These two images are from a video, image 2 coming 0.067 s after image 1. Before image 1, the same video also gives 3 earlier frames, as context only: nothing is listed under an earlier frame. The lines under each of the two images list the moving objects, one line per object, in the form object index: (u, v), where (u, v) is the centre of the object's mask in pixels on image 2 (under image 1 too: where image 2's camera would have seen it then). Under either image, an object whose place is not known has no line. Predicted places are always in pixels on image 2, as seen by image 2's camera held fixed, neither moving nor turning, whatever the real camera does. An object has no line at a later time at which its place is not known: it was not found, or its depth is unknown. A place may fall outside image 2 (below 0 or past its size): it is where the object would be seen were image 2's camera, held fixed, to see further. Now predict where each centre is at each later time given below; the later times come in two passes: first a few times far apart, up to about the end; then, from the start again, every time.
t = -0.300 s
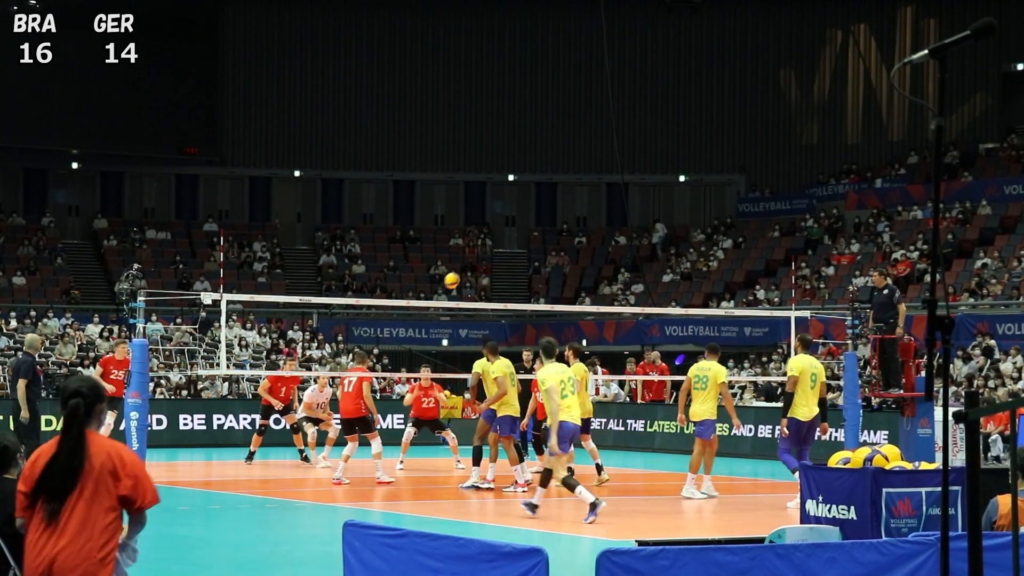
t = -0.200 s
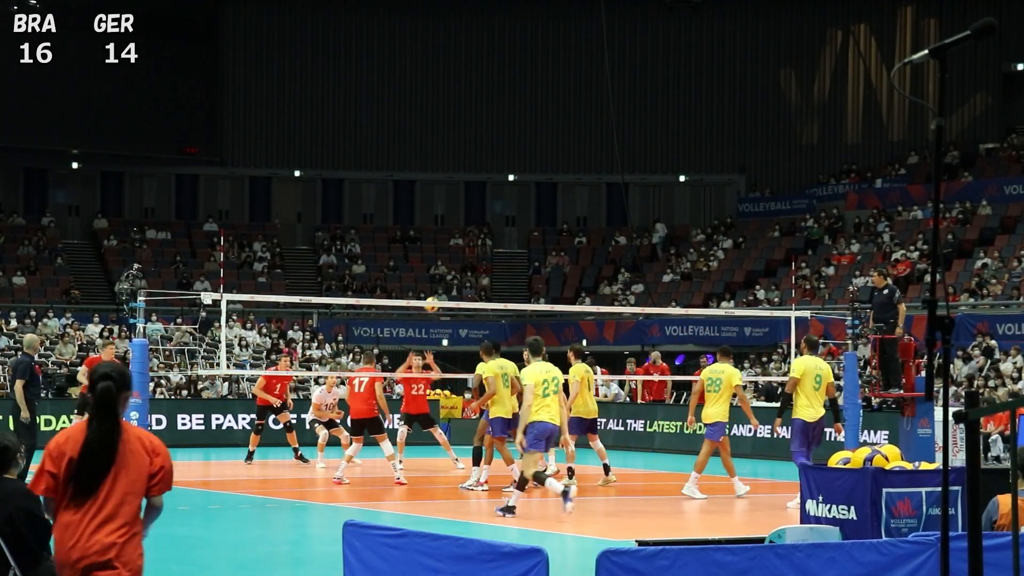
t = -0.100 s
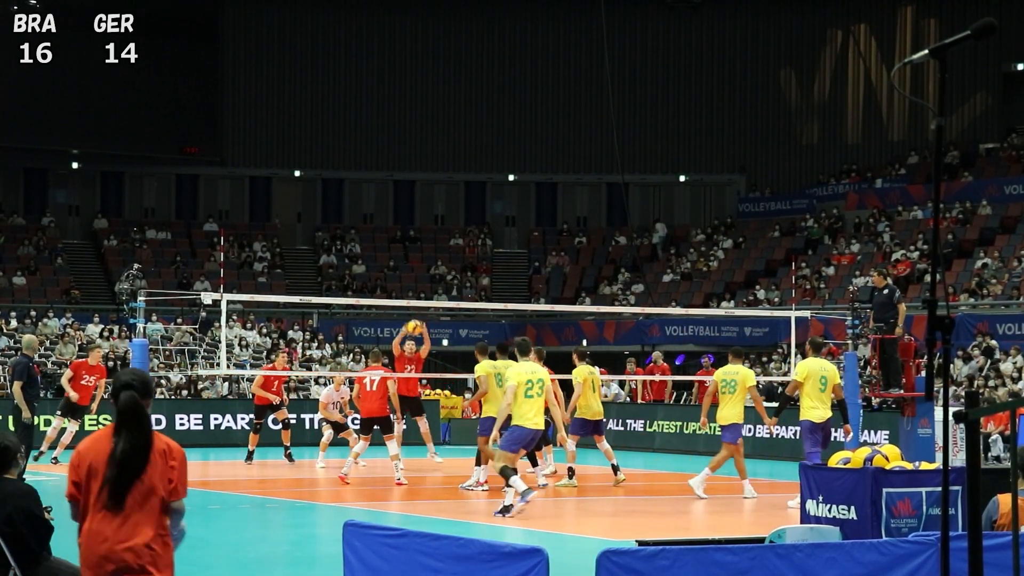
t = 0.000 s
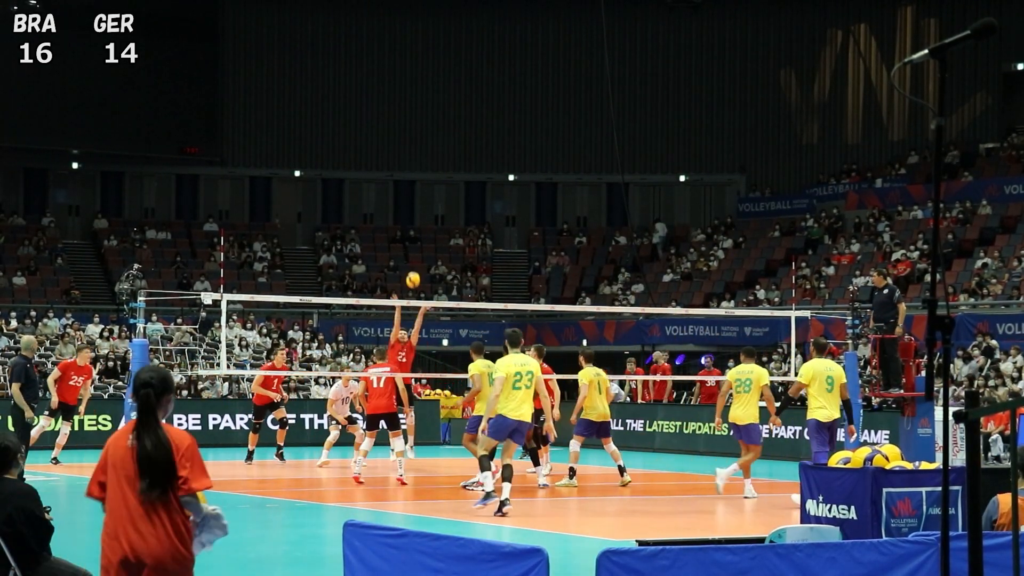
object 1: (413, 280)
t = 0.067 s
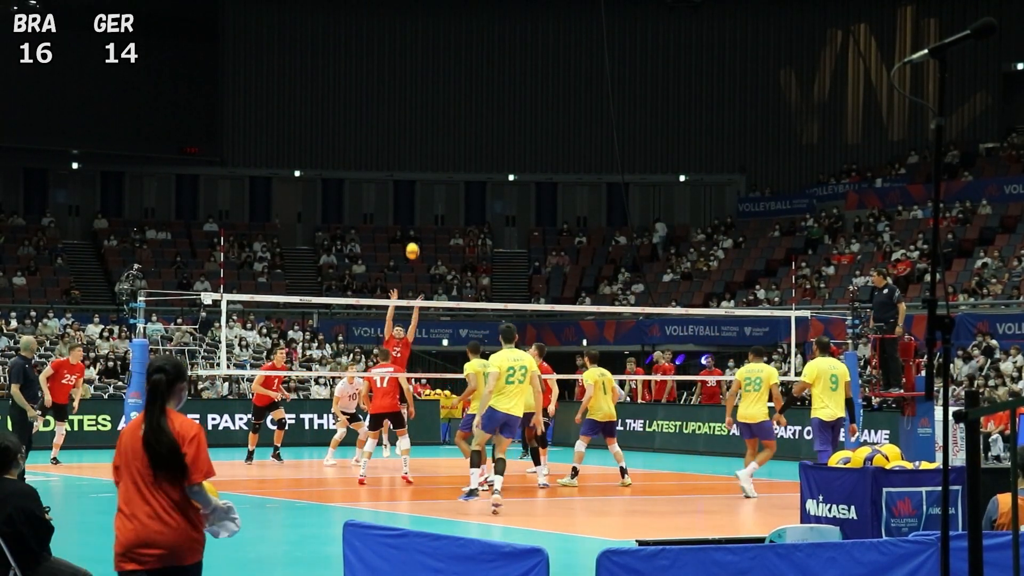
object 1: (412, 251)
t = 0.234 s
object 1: (410, 190)
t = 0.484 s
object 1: (405, 133)
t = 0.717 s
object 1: (400, 115)
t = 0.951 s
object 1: (395, 134)
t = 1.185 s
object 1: (389, 190)
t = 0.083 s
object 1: (412, 244)
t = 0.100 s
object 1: (412, 238)
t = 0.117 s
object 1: (412, 231)
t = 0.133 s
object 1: (412, 225)
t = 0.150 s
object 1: (411, 218)
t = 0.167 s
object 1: (411, 213)
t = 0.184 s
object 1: (411, 207)
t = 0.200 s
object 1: (411, 201)
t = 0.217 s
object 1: (410, 196)
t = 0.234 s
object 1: (410, 190)
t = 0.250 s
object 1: (409, 185)
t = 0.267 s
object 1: (409, 180)
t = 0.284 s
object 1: (409, 176)
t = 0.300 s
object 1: (409, 171)
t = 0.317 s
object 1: (408, 167)
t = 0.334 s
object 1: (408, 163)
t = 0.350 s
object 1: (408, 159)
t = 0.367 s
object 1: (408, 155)
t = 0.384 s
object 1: (407, 151)
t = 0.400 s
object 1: (407, 147)
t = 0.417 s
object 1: (407, 144)
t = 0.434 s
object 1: (406, 141)
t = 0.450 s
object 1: (406, 138)
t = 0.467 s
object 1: (406, 135)
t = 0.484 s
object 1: (405, 133)
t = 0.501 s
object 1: (405, 130)
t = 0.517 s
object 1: (405, 128)
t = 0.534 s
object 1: (404, 126)
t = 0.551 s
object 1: (404, 124)
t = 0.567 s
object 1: (404, 122)
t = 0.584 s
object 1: (403, 121)
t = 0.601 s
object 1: (403, 120)
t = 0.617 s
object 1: (403, 118)
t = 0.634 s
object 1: (402, 117)
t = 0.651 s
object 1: (402, 116)
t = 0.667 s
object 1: (402, 116)
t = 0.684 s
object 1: (401, 115)
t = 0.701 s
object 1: (401, 115)
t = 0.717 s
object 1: (400, 115)
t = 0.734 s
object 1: (400, 115)
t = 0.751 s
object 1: (400, 115)
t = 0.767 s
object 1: (399, 116)
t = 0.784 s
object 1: (399, 117)
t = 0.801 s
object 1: (398, 118)
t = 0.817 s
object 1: (398, 119)
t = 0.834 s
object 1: (397, 120)
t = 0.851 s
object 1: (397, 121)
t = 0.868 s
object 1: (397, 123)
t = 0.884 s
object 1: (396, 125)
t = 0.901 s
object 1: (396, 126)
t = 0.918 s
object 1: (395, 129)
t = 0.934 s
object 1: (395, 131)
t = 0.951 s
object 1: (395, 134)
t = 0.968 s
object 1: (394, 137)
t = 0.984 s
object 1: (394, 139)
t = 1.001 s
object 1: (393, 142)
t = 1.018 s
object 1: (393, 146)
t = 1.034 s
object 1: (392, 149)
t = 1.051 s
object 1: (392, 153)
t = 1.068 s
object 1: (392, 157)
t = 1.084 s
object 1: (391, 161)
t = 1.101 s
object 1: (391, 166)
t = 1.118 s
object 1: (391, 170)
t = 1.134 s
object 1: (390, 175)
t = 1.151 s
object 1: (390, 179)
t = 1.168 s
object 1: (389, 185)
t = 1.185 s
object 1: (389, 190)
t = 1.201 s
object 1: (388, 195)
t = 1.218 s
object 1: (388, 201)
